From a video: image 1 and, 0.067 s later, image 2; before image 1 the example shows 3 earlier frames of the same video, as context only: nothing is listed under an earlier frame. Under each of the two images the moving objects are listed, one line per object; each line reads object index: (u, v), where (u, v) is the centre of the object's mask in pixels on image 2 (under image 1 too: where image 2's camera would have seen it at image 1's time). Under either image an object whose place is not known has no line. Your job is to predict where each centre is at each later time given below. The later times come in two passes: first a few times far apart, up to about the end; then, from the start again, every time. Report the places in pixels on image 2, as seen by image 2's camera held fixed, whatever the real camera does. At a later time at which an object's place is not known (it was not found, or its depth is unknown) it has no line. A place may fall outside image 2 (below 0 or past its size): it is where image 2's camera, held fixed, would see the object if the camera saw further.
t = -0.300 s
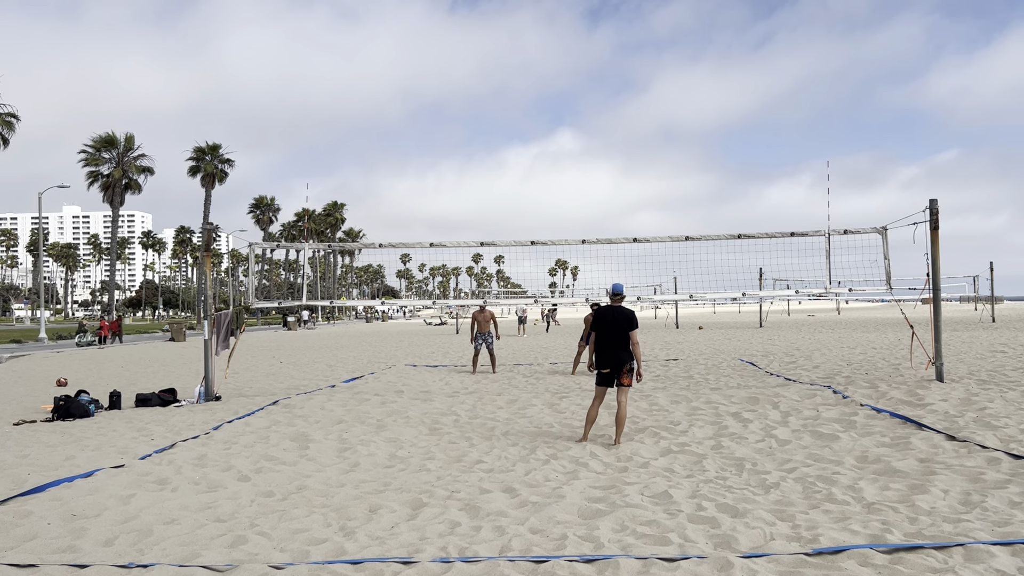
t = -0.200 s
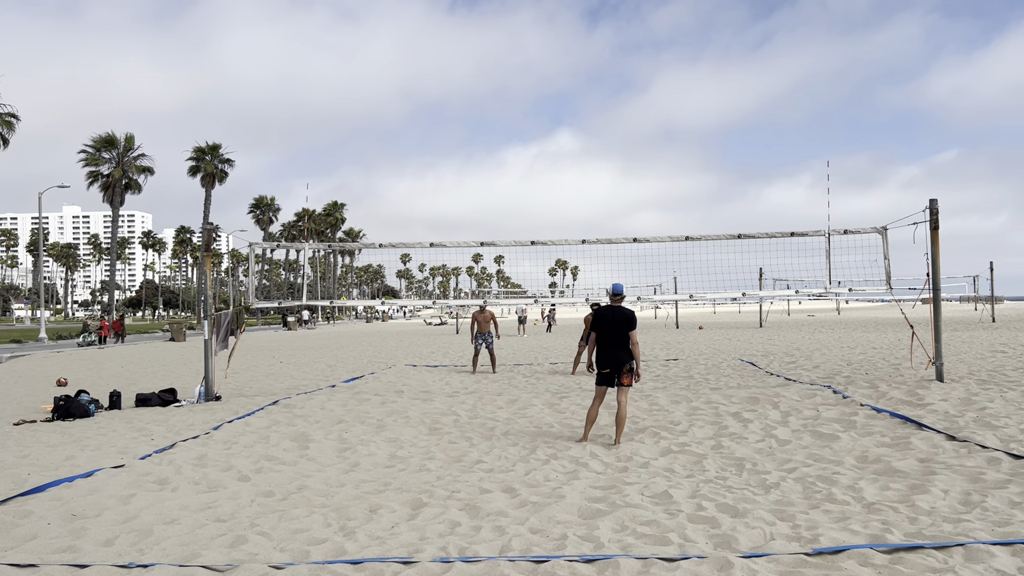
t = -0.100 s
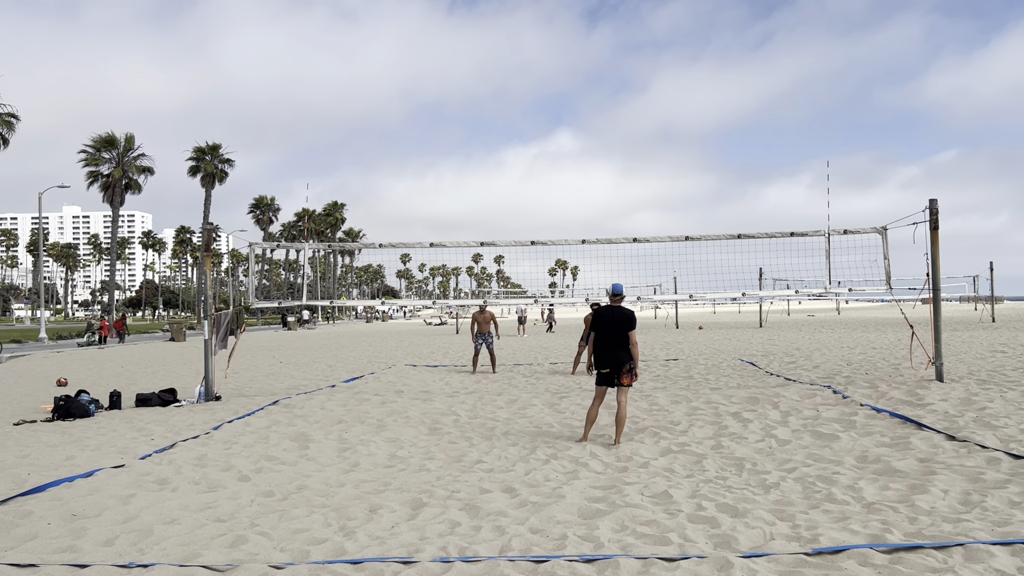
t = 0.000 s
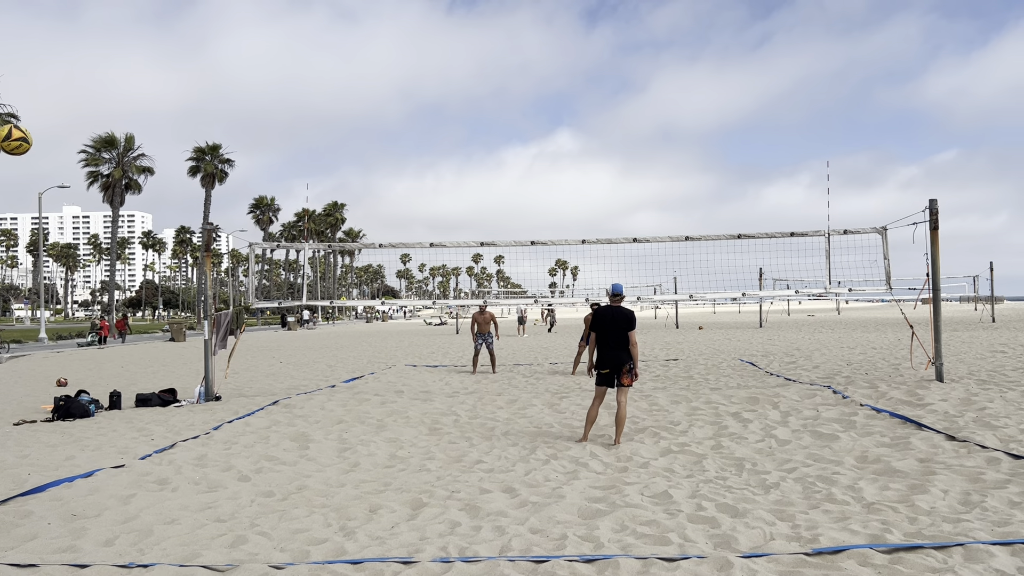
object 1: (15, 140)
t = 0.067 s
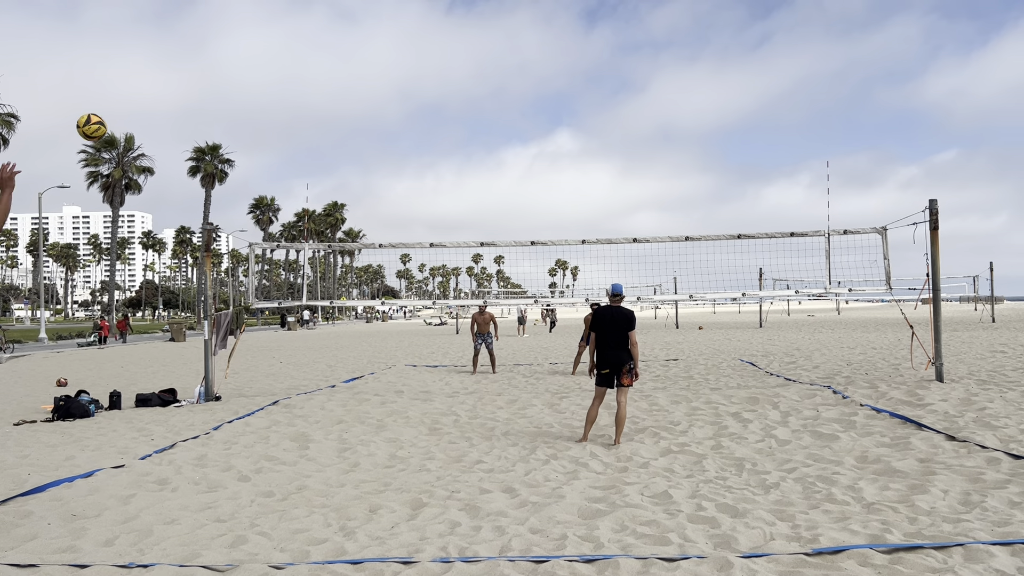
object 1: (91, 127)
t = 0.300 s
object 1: (252, 127)
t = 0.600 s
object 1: (350, 182)
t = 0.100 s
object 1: (123, 123)
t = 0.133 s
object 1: (151, 121)
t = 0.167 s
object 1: (176, 121)
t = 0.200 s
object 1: (198, 121)
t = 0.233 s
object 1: (218, 122)
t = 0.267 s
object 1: (236, 124)
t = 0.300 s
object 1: (252, 127)
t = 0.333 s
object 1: (267, 131)
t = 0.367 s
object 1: (280, 136)
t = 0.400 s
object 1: (293, 142)
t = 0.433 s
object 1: (304, 147)
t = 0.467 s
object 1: (315, 154)
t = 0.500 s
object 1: (325, 160)
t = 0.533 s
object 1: (334, 167)
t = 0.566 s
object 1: (342, 174)
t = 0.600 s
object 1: (350, 182)
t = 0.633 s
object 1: (357, 189)
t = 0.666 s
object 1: (364, 197)
